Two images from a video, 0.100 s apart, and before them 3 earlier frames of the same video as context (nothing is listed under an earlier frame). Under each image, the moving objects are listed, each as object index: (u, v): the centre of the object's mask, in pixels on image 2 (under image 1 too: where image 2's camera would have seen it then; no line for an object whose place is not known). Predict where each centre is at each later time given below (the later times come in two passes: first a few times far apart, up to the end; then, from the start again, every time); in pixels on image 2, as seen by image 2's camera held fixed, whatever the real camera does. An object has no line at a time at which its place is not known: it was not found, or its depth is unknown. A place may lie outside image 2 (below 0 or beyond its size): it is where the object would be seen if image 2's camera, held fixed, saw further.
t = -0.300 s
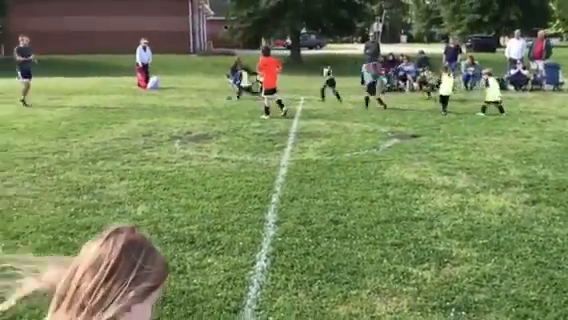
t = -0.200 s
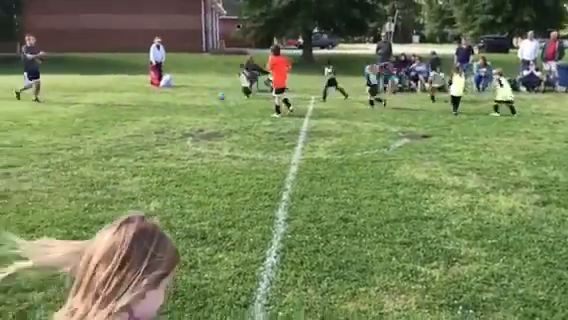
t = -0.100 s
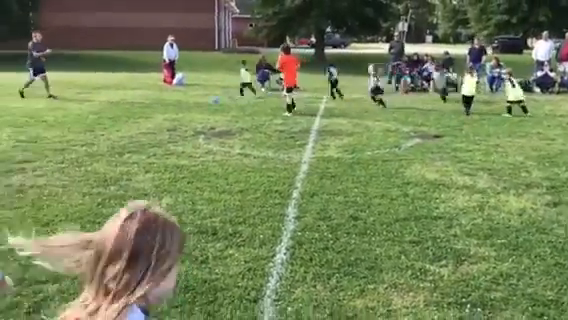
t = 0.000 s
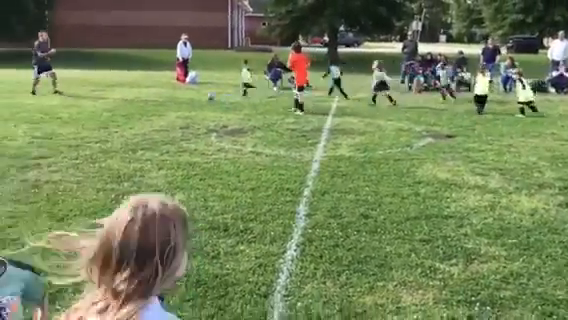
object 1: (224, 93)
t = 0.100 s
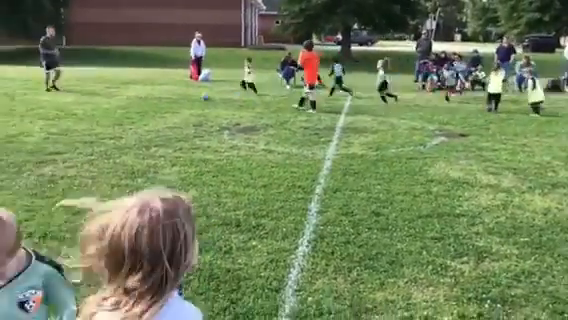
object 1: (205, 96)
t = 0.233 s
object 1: (184, 94)
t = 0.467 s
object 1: (137, 101)
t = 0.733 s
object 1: (87, 102)
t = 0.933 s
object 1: (48, 105)
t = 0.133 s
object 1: (200, 98)
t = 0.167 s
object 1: (193, 97)
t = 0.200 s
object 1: (188, 97)
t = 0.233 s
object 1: (184, 94)
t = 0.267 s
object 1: (175, 95)
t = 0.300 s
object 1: (169, 96)
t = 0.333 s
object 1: (163, 95)
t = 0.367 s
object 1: (156, 94)
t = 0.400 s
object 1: (151, 96)
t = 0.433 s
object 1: (144, 98)
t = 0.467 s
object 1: (137, 101)
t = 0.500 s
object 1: (133, 101)
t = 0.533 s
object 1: (125, 102)
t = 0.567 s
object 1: (118, 102)
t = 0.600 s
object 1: (113, 102)
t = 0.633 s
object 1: (106, 103)
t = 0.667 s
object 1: (98, 102)
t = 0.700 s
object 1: (93, 103)
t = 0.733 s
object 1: (87, 102)
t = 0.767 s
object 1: (80, 101)
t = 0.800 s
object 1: (74, 100)
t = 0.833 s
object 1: (67, 101)
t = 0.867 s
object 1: (61, 102)
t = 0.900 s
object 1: (55, 104)
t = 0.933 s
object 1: (48, 105)
